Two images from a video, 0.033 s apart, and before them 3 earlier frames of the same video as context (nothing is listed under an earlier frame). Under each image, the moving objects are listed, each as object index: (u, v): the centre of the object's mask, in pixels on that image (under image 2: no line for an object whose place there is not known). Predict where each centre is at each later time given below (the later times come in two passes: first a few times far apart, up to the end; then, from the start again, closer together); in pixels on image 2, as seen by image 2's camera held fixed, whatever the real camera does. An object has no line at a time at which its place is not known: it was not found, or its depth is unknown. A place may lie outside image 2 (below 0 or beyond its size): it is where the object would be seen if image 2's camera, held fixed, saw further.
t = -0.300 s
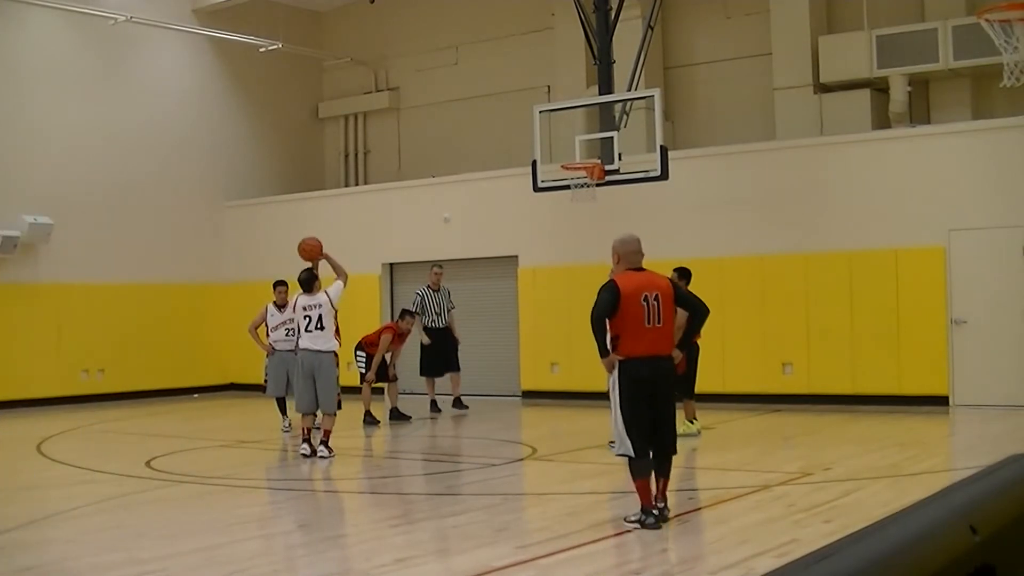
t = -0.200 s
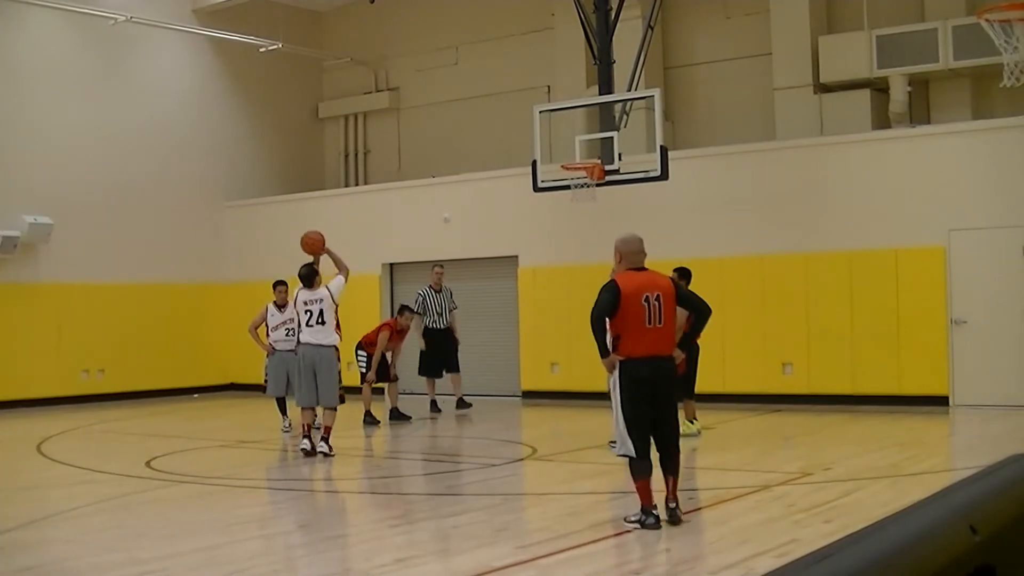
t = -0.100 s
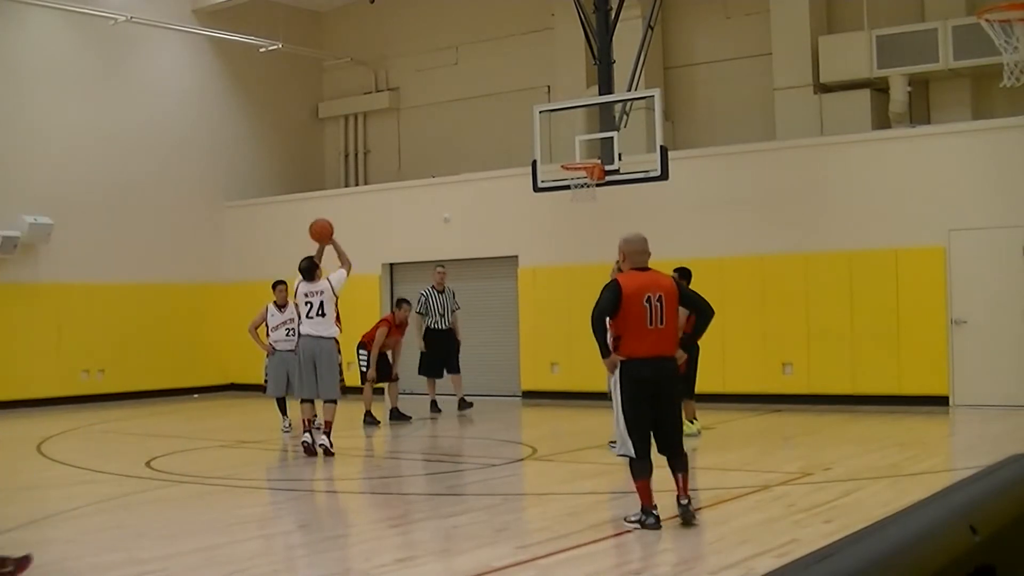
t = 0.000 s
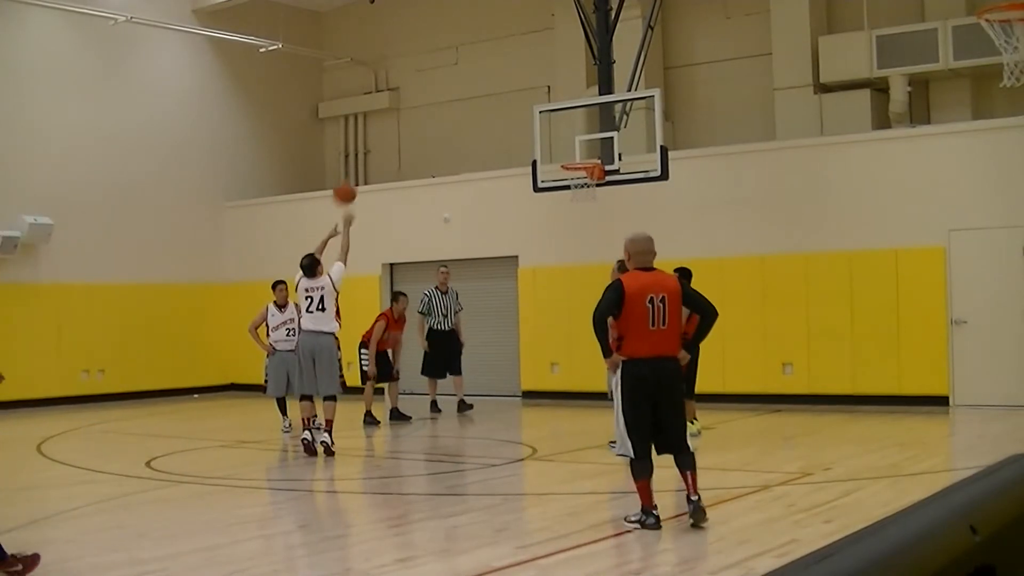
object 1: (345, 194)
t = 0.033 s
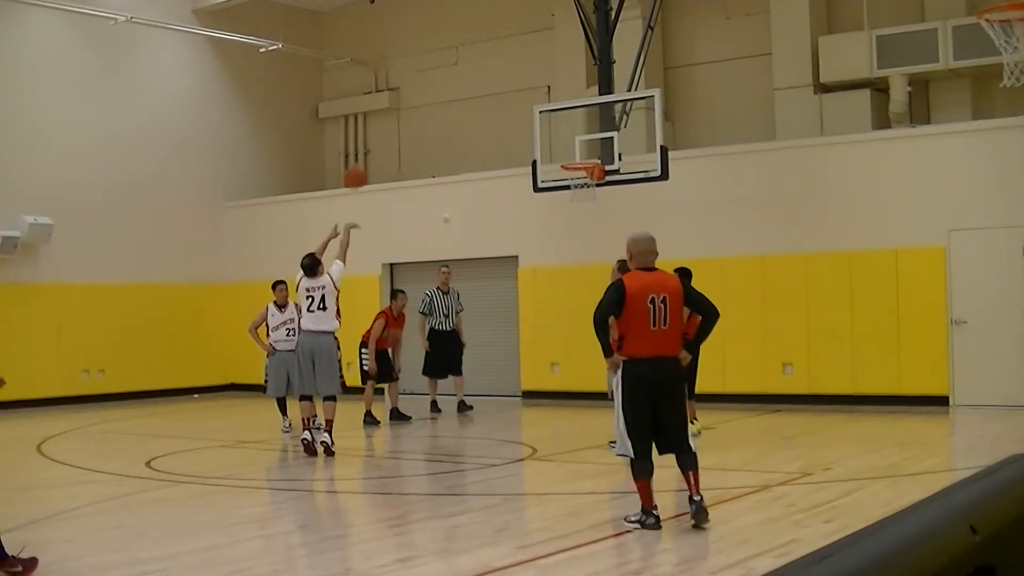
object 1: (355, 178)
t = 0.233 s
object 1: (416, 106)
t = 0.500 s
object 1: (487, 79)
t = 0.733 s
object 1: (543, 107)
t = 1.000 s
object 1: (577, 152)
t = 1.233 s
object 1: (544, 146)
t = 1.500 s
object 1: (504, 200)
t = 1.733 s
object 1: (467, 316)
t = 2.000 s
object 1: (427, 393)
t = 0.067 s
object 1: (366, 161)
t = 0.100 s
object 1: (377, 148)
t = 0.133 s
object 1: (387, 136)
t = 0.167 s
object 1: (397, 124)
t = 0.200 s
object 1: (406, 115)
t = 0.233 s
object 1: (416, 106)
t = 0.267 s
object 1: (426, 99)
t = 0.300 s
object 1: (435, 94)
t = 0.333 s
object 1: (444, 88)
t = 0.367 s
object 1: (453, 84)
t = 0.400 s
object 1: (462, 81)
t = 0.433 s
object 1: (471, 80)
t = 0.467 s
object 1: (479, 79)
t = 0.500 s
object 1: (487, 79)
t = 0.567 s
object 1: (503, 82)
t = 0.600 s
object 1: (511, 86)
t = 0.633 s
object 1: (520, 90)
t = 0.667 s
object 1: (527, 94)
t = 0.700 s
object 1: (534, 100)
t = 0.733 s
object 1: (543, 107)
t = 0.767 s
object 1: (550, 114)
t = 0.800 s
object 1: (558, 122)
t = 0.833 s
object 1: (565, 130)
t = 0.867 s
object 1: (572, 140)
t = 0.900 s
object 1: (579, 151)
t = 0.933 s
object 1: (585, 158)
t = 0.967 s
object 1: (581, 155)
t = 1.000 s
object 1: (577, 152)
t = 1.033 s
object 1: (572, 149)
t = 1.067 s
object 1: (567, 146)
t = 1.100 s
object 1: (563, 144)
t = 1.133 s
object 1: (558, 143)
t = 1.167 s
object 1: (554, 143)
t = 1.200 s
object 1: (549, 144)
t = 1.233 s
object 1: (544, 146)
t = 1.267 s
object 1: (539, 149)
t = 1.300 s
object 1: (534, 153)
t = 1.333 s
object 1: (529, 158)
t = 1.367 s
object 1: (525, 164)
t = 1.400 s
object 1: (519, 171)
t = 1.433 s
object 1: (514, 180)
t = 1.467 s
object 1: (509, 189)
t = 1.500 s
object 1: (504, 200)
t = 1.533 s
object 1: (499, 213)
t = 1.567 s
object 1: (493, 226)
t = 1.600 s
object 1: (488, 241)
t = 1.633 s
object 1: (483, 258)
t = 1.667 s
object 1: (478, 275)
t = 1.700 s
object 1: (472, 295)
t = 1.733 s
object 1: (467, 316)
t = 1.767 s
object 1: (462, 339)
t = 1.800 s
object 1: (456, 363)
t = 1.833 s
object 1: (450, 389)
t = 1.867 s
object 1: (445, 415)
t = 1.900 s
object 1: (439, 446)
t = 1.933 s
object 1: (435, 430)
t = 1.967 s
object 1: (431, 412)
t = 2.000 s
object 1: (427, 393)
